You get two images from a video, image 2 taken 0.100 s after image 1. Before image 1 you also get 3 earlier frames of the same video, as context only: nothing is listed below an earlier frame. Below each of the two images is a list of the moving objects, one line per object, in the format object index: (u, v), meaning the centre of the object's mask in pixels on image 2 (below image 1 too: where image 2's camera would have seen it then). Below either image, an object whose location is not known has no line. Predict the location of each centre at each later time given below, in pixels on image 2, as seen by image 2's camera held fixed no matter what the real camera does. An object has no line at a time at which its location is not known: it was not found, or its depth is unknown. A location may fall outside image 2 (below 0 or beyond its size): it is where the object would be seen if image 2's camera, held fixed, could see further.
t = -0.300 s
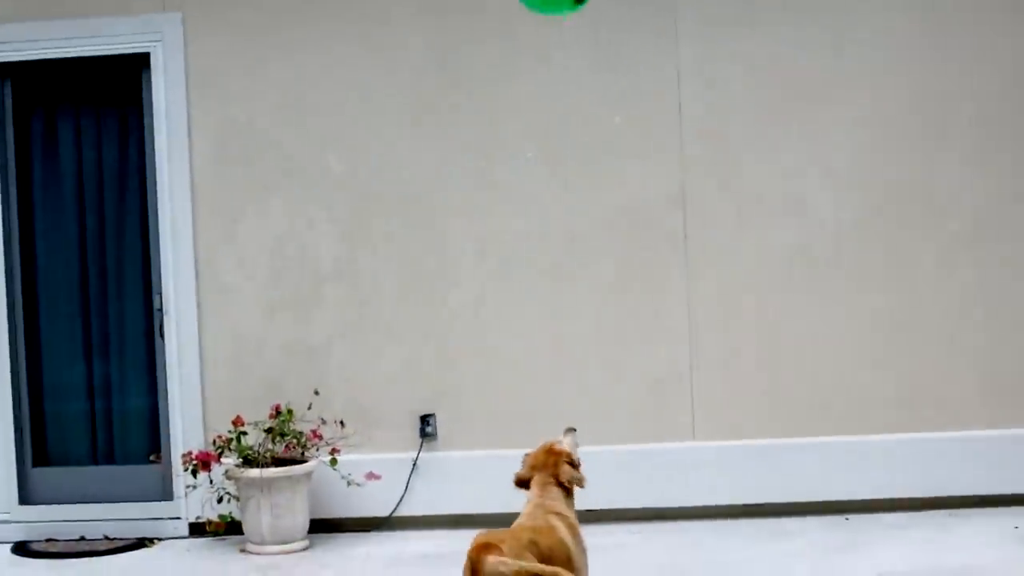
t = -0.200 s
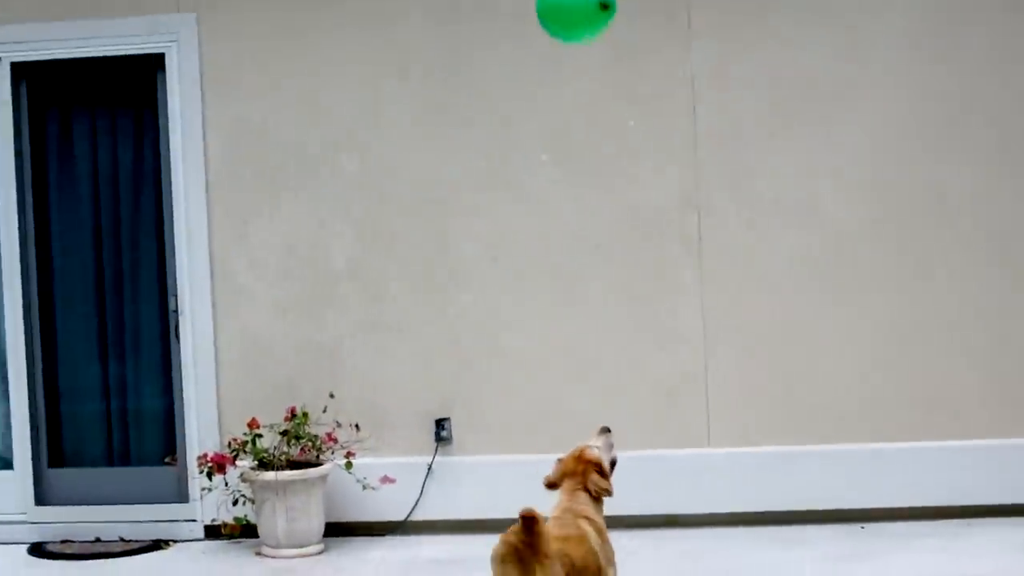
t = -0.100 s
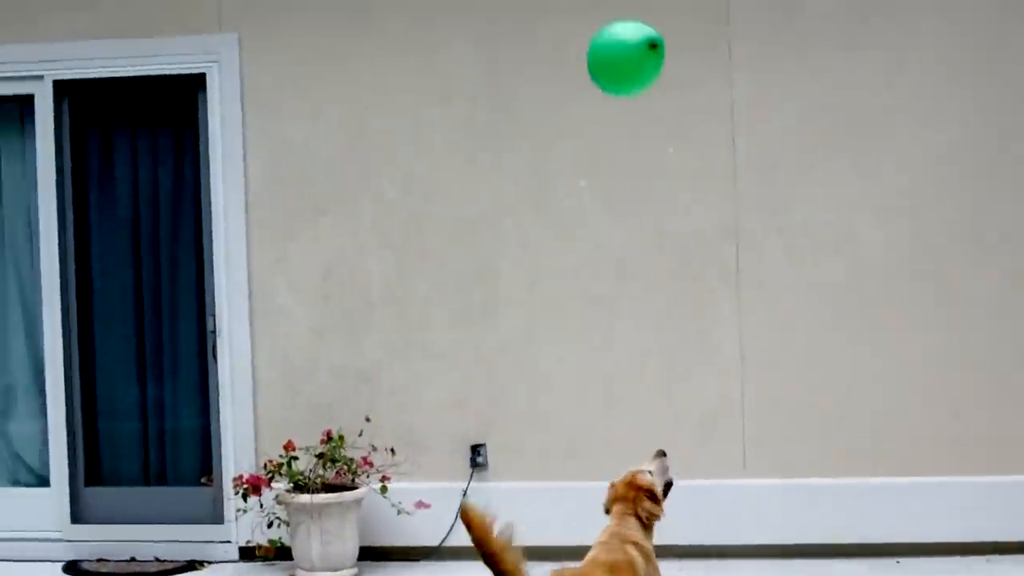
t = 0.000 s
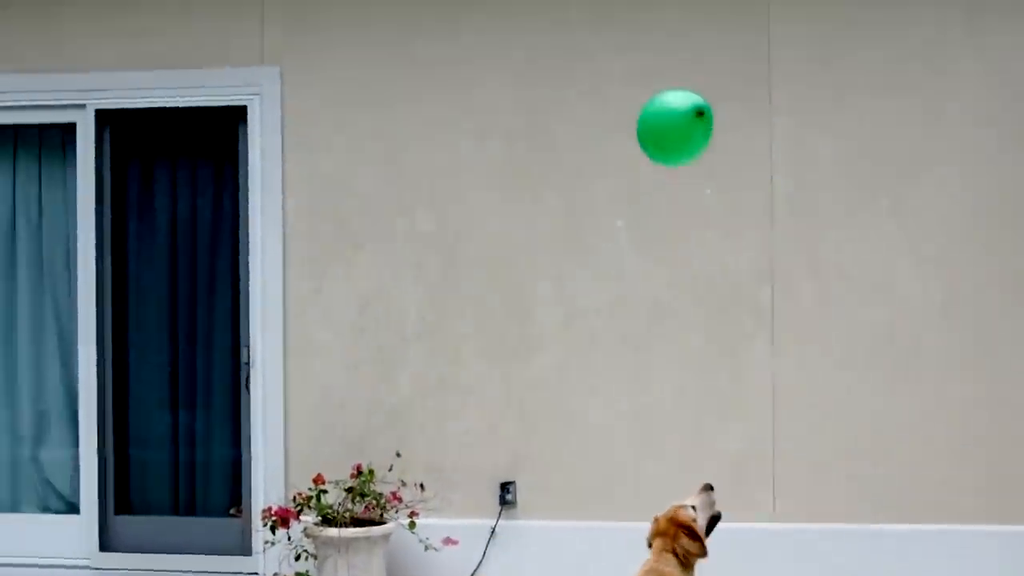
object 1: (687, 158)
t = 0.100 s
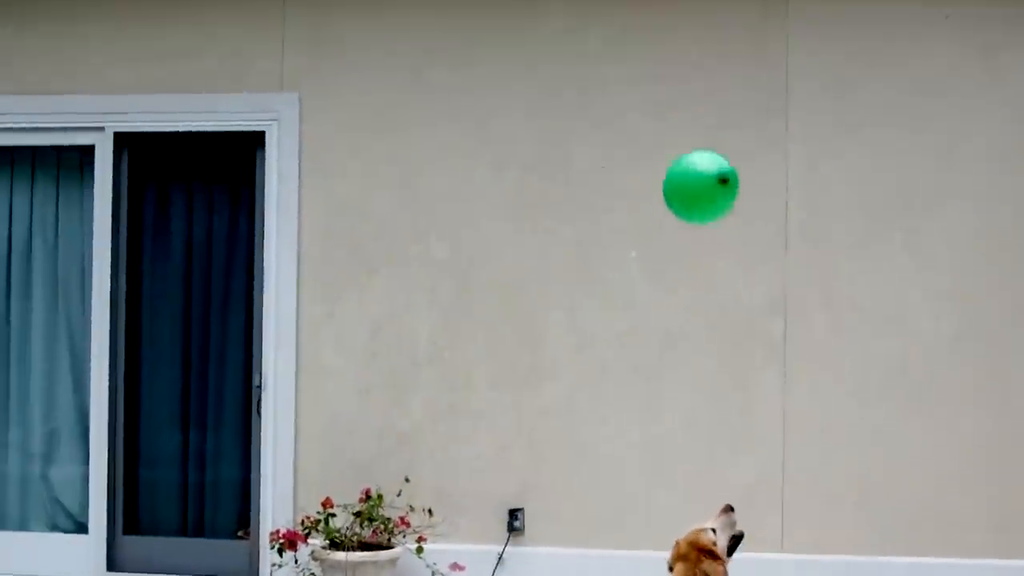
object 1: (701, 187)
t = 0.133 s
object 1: (706, 196)
